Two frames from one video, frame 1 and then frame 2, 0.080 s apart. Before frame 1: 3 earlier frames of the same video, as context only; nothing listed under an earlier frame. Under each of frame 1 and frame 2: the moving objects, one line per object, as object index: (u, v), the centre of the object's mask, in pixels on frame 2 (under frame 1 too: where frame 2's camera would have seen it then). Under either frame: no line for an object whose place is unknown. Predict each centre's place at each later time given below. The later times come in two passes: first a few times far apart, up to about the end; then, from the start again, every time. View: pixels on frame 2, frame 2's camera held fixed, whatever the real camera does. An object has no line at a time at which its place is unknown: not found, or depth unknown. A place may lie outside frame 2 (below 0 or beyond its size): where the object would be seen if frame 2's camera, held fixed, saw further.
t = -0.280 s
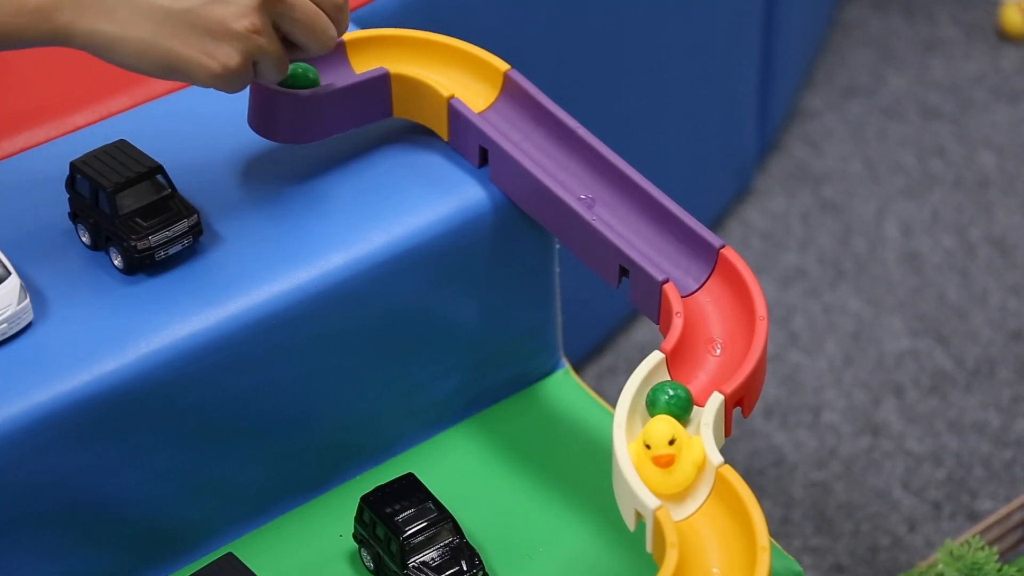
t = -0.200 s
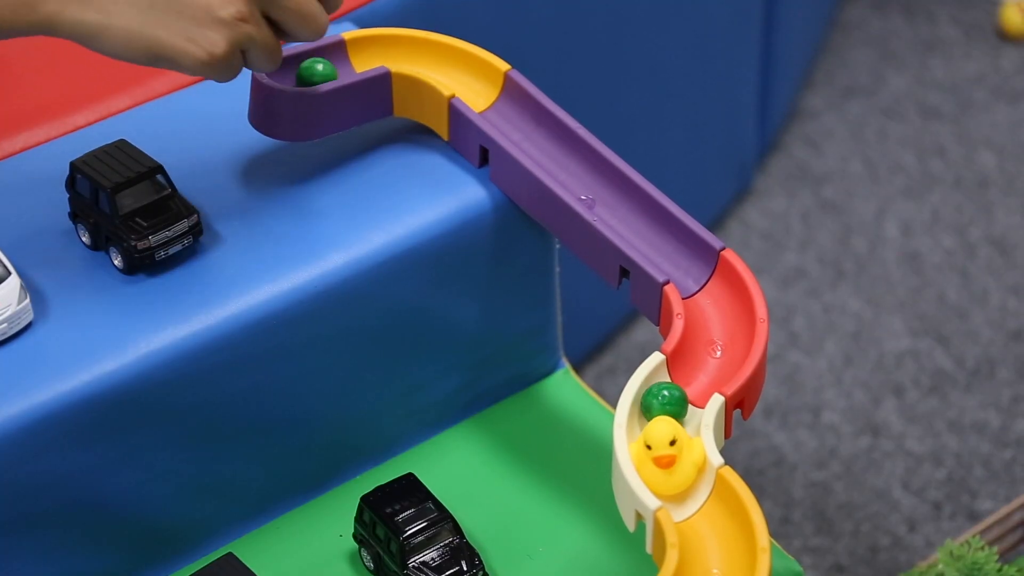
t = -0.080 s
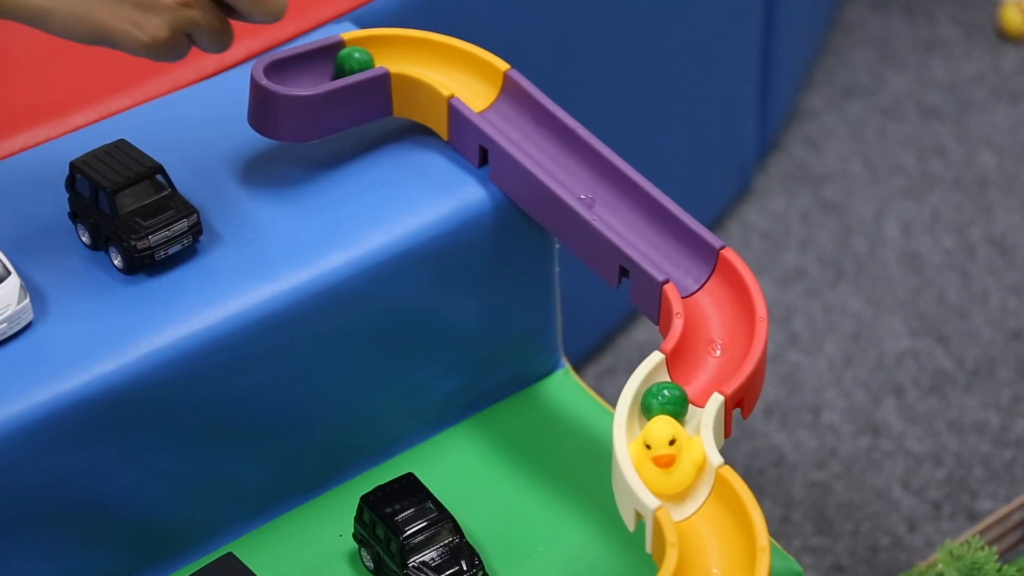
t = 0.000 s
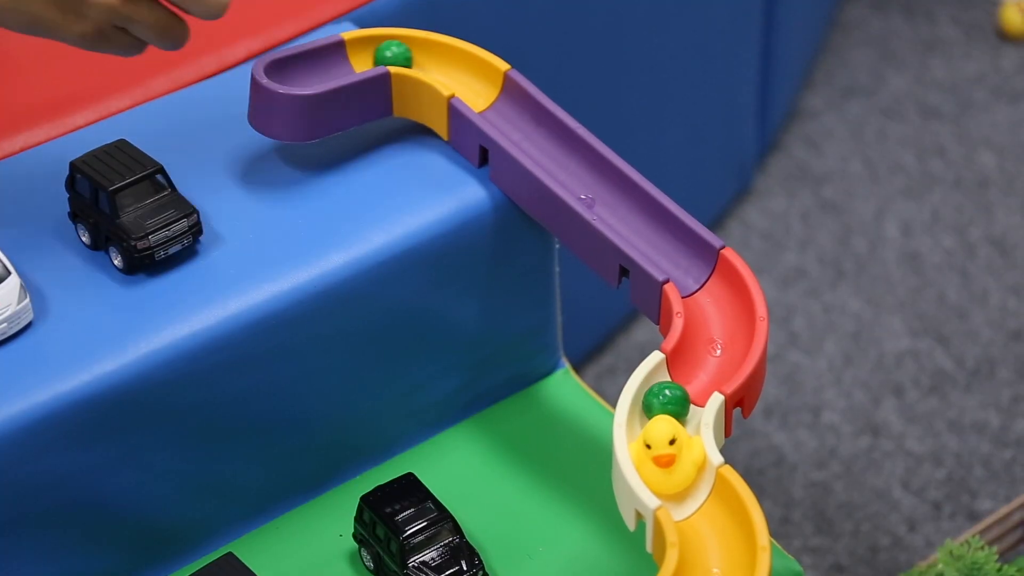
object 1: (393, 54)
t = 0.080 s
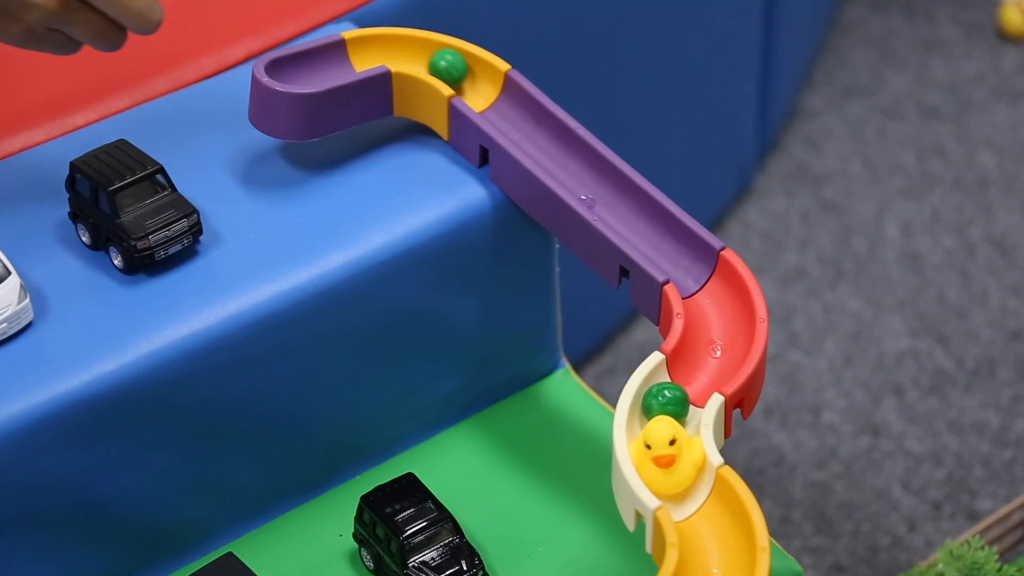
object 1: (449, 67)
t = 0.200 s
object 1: (526, 133)
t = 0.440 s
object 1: (730, 337)
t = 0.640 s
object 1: (705, 376)
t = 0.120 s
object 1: (480, 86)
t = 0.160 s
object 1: (504, 108)
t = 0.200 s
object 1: (526, 133)
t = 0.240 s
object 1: (557, 159)
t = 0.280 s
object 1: (594, 187)
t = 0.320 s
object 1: (631, 220)
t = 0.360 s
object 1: (670, 255)
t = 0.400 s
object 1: (714, 298)
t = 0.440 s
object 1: (730, 337)
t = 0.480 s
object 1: (704, 378)
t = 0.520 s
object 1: (700, 378)
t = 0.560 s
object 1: (701, 376)
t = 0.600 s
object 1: (704, 376)
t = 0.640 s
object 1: (705, 376)
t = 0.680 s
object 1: (701, 376)
